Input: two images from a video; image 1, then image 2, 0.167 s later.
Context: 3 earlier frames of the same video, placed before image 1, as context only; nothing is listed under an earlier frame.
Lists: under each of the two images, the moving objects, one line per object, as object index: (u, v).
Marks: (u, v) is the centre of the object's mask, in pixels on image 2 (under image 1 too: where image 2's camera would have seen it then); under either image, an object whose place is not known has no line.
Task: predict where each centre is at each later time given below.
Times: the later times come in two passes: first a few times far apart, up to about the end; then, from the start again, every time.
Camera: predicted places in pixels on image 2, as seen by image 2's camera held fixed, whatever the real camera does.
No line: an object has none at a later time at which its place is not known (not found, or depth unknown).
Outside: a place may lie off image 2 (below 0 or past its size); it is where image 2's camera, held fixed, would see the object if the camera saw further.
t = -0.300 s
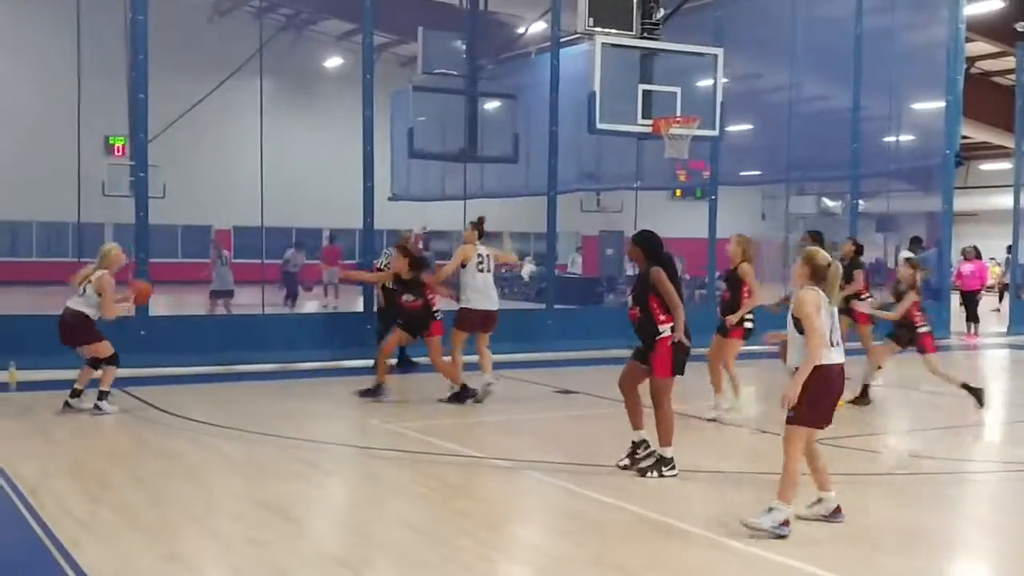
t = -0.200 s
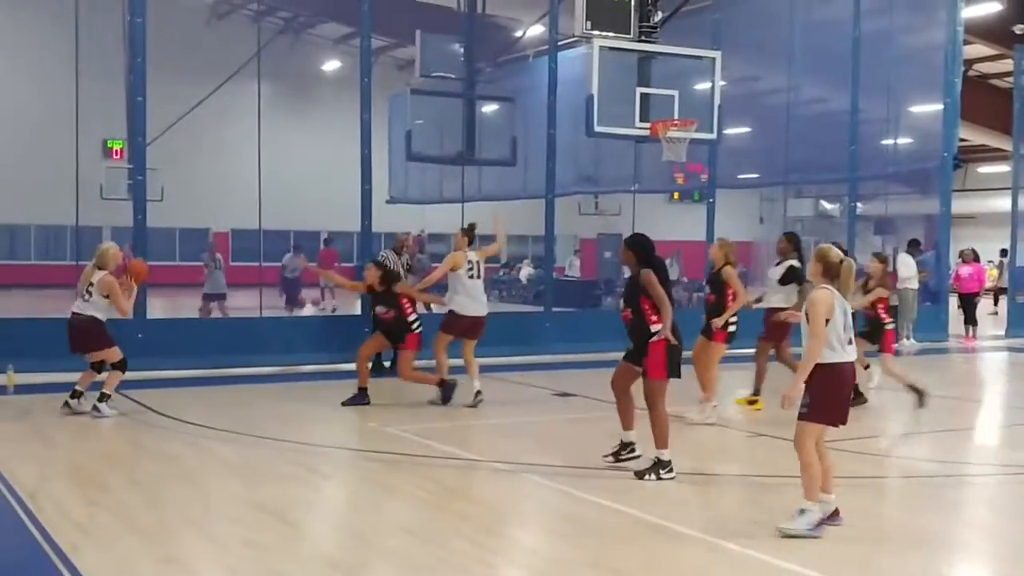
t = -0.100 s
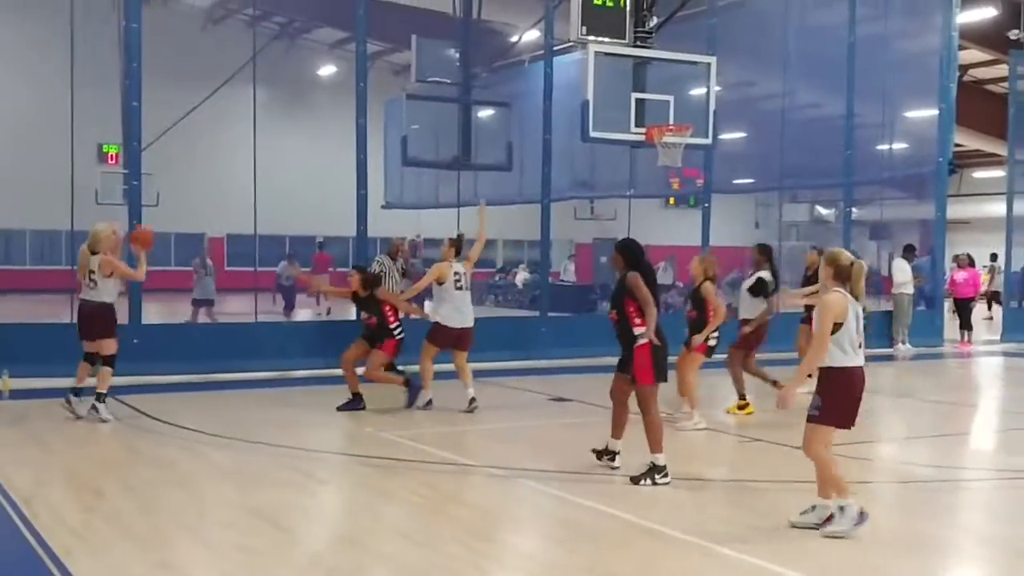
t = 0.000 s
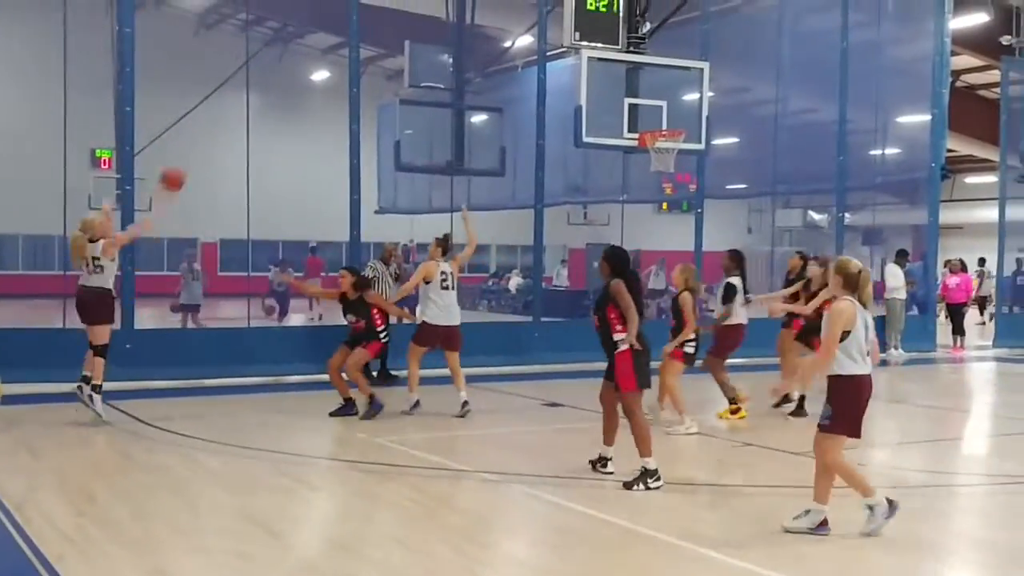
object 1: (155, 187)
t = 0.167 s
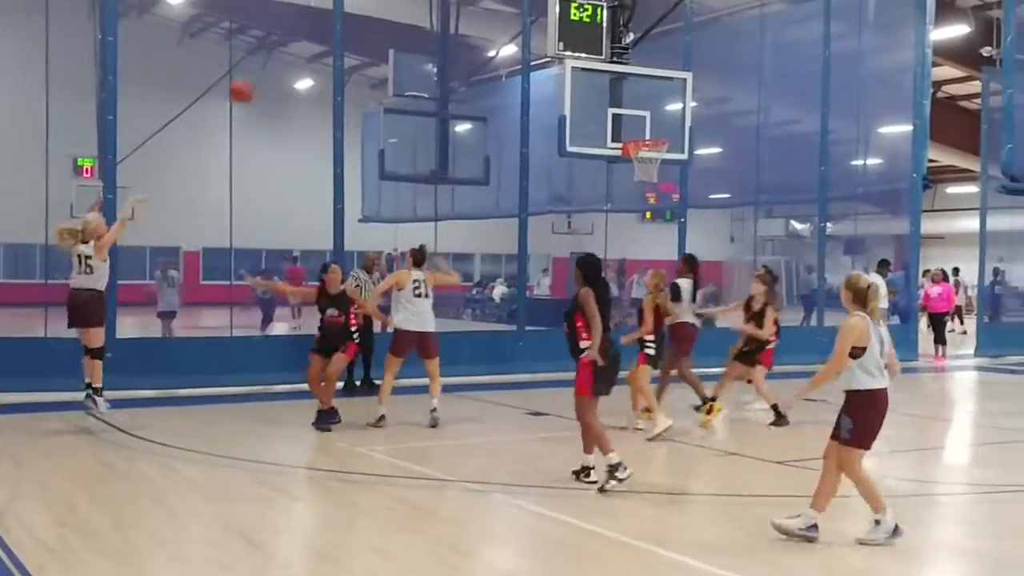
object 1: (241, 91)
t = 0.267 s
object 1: (288, 51)
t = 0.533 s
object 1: (406, -4)
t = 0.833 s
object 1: (522, 15)
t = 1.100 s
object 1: (613, 94)
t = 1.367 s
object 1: (674, 118)
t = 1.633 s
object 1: (711, 107)
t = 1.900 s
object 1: (753, 164)
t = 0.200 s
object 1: (257, 76)
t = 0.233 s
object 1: (274, 62)
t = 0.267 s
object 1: (288, 51)
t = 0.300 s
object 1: (304, 39)
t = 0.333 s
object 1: (319, 30)
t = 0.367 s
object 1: (335, 21)
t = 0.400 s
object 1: (348, 14)
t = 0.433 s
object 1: (365, 7)
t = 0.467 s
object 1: (378, 2)
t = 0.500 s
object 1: (392, -2)
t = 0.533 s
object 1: (406, -4)
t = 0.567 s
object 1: (419, -8)
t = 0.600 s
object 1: (432, -8)
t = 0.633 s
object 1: (447, -8)
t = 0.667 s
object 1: (459, -6)
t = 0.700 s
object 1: (472, -4)
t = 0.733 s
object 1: (485, -1)
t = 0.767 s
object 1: (497, 2)
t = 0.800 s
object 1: (510, 9)
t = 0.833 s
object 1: (522, 15)
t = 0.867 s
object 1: (534, 22)
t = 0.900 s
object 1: (544, 29)
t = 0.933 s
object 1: (558, 38)
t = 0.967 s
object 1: (569, 48)
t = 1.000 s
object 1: (581, 58)
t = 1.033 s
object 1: (592, 70)
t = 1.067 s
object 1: (602, 82)
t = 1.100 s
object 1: (613, 94)
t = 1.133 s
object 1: (623, 107)
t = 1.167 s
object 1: (634, 124)
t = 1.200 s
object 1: (643, 138)
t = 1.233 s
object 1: (650, 138)
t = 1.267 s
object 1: (660, 135)
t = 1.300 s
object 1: (664, 131)
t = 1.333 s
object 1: (670, 124)
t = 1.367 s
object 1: (674, 118)
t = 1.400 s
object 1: (678, 113)
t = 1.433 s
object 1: (682, 110)
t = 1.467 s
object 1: (688, 107)
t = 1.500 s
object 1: (692, 105)
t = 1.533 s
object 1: (696, 104)
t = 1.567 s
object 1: (702, 104)
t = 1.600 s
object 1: (706, 105)
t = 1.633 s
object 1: (711, 107)
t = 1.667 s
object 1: (716, 111)
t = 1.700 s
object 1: (722, 115)
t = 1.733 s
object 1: (726, 119)
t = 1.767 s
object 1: (732, 128)
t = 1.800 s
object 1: (736, 135)
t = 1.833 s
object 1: (741, 144)
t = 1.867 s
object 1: (746, 155)
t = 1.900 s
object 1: (753, 164)
